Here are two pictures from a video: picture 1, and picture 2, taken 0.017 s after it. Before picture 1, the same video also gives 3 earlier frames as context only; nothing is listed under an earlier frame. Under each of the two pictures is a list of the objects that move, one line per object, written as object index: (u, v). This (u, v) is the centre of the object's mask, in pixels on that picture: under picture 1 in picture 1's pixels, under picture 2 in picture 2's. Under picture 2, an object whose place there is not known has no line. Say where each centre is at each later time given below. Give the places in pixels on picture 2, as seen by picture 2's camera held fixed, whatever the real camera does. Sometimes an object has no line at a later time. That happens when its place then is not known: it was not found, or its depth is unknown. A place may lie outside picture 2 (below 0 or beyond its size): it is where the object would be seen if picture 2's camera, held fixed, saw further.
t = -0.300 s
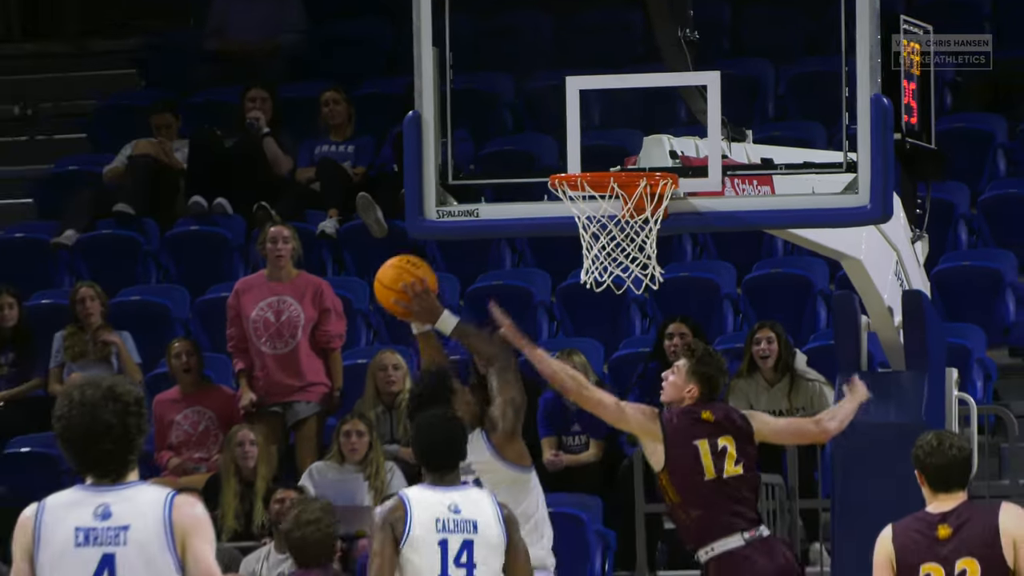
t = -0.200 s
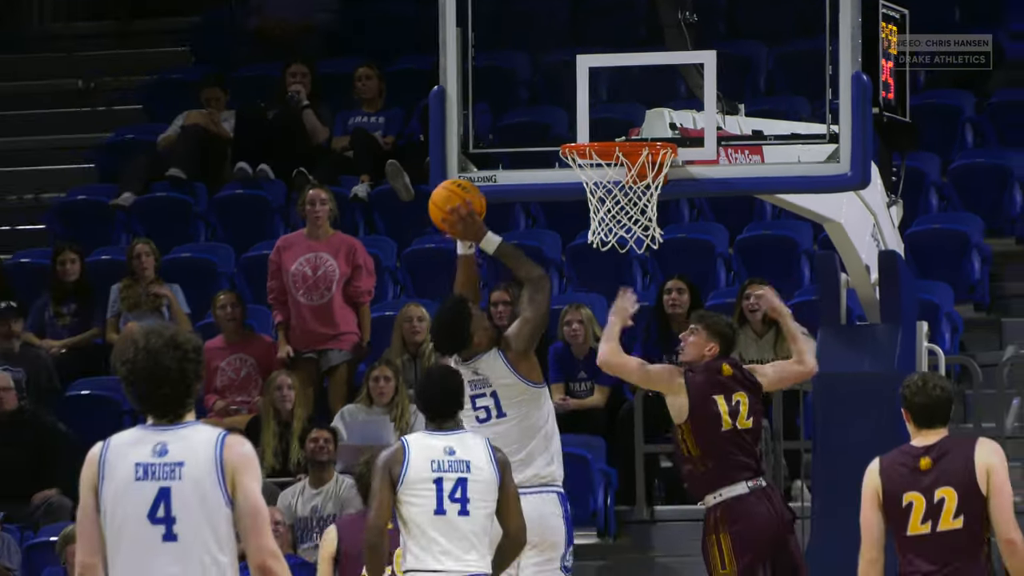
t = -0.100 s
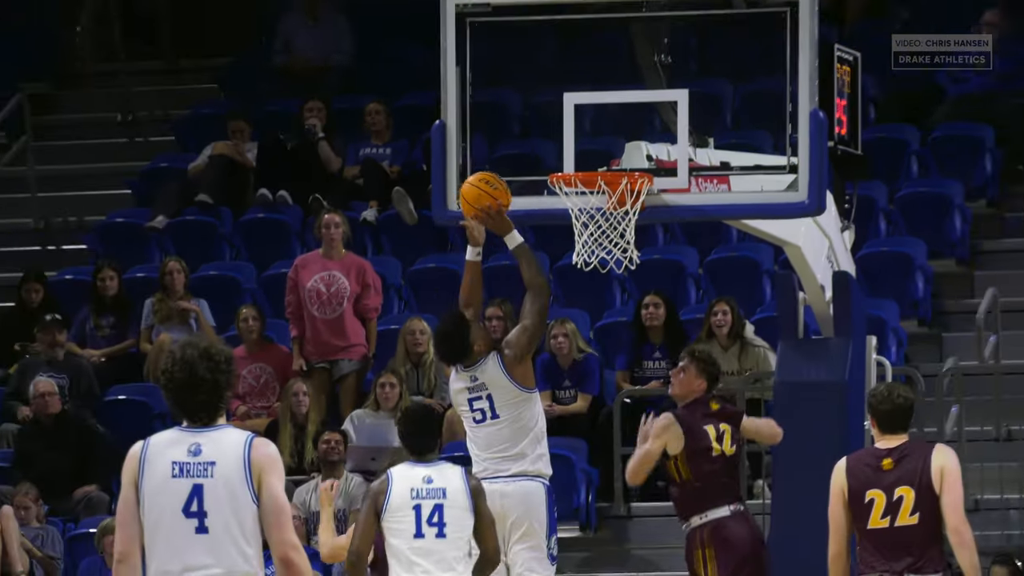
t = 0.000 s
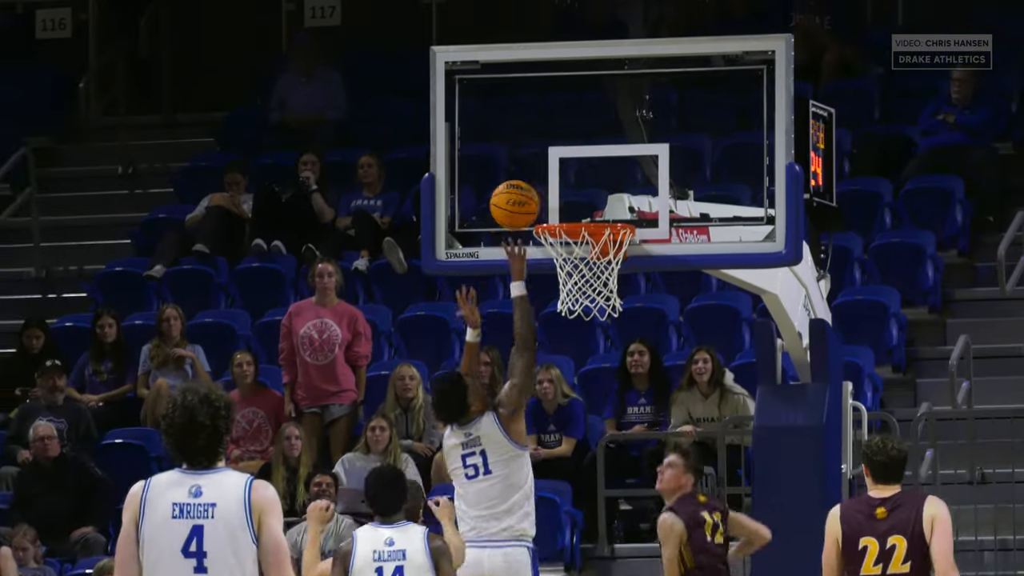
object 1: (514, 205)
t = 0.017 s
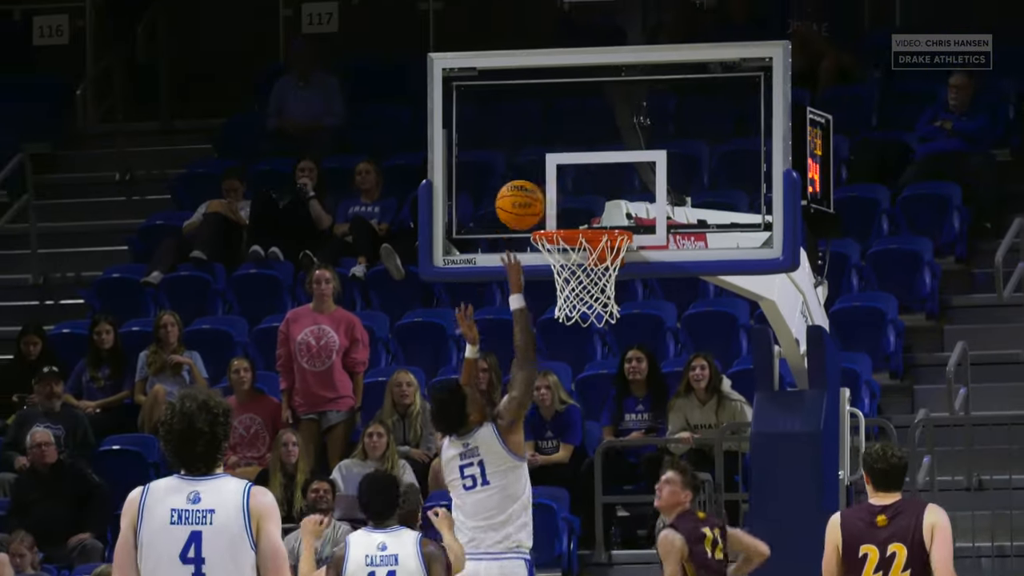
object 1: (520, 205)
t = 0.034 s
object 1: (527, 198)
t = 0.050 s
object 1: (536, 192)
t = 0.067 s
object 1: (544, 186)
